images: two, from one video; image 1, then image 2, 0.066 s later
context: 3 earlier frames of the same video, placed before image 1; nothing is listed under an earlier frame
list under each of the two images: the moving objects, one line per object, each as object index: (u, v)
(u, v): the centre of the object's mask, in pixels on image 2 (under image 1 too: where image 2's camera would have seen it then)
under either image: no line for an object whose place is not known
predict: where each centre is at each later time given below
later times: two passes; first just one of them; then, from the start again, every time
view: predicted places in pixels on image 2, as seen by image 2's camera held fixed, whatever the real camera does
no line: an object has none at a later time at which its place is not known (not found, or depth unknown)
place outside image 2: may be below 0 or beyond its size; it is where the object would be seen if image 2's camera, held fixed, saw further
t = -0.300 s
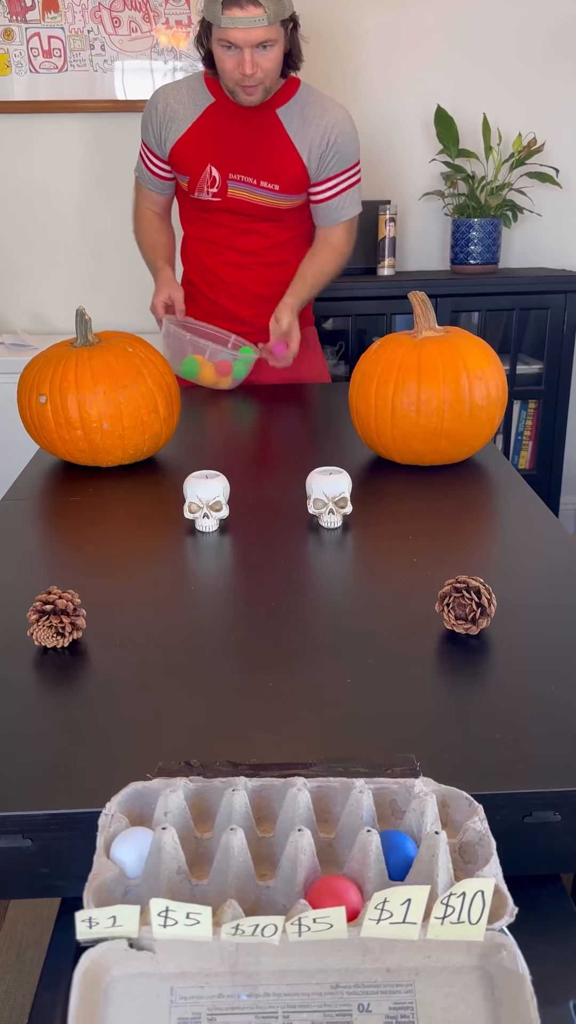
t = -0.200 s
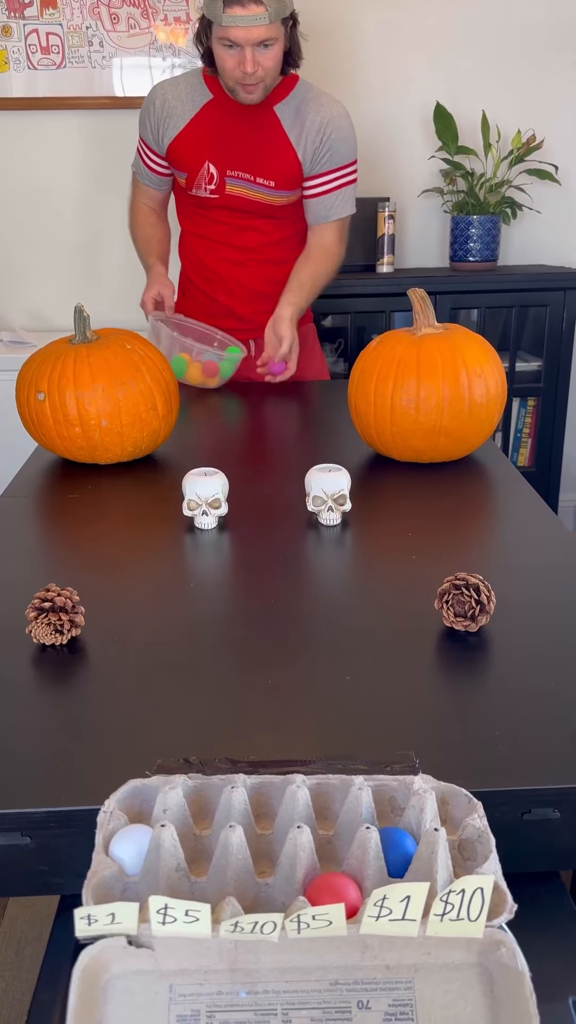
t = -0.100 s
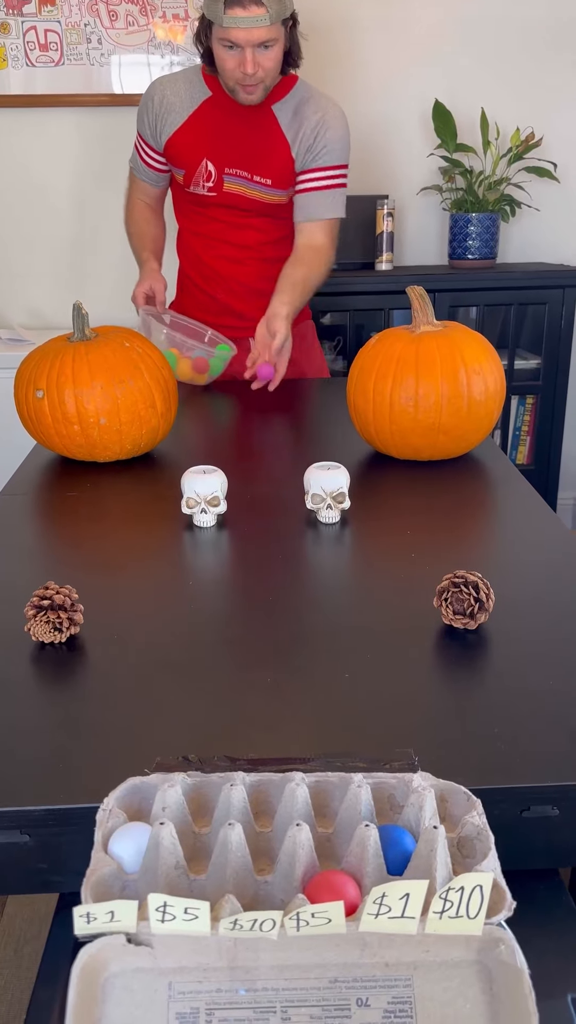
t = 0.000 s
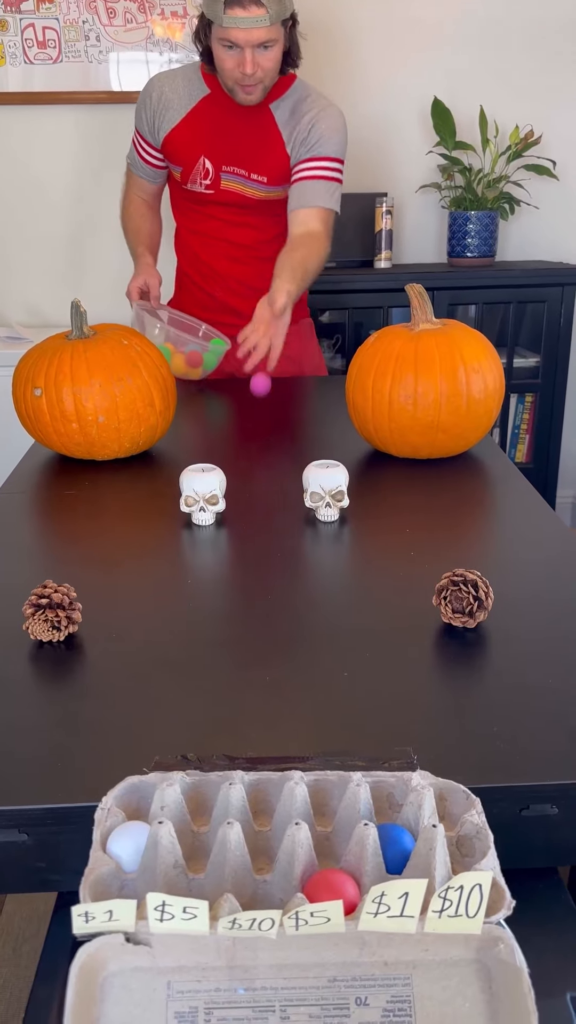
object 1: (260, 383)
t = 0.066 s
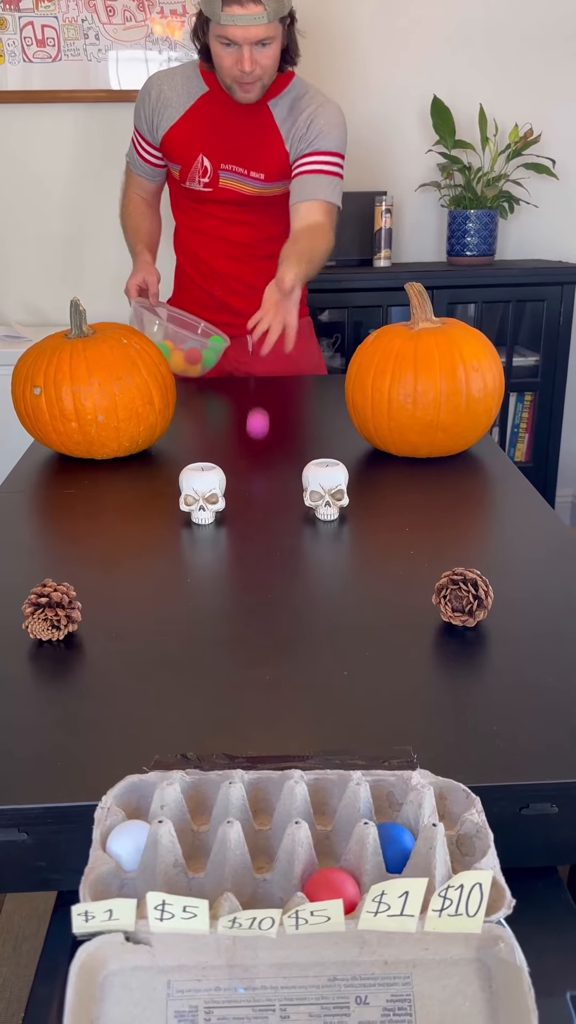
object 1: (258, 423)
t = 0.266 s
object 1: (244, 494)
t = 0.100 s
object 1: (257, 451)
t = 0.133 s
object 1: (254, 449)
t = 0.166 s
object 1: (252, 449)
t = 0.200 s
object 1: (249, 456)
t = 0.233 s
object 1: (247, 471)
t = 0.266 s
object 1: (244, 494)
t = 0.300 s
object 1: (242, 527)
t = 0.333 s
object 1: (239, 545)
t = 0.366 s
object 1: (235, 546)
